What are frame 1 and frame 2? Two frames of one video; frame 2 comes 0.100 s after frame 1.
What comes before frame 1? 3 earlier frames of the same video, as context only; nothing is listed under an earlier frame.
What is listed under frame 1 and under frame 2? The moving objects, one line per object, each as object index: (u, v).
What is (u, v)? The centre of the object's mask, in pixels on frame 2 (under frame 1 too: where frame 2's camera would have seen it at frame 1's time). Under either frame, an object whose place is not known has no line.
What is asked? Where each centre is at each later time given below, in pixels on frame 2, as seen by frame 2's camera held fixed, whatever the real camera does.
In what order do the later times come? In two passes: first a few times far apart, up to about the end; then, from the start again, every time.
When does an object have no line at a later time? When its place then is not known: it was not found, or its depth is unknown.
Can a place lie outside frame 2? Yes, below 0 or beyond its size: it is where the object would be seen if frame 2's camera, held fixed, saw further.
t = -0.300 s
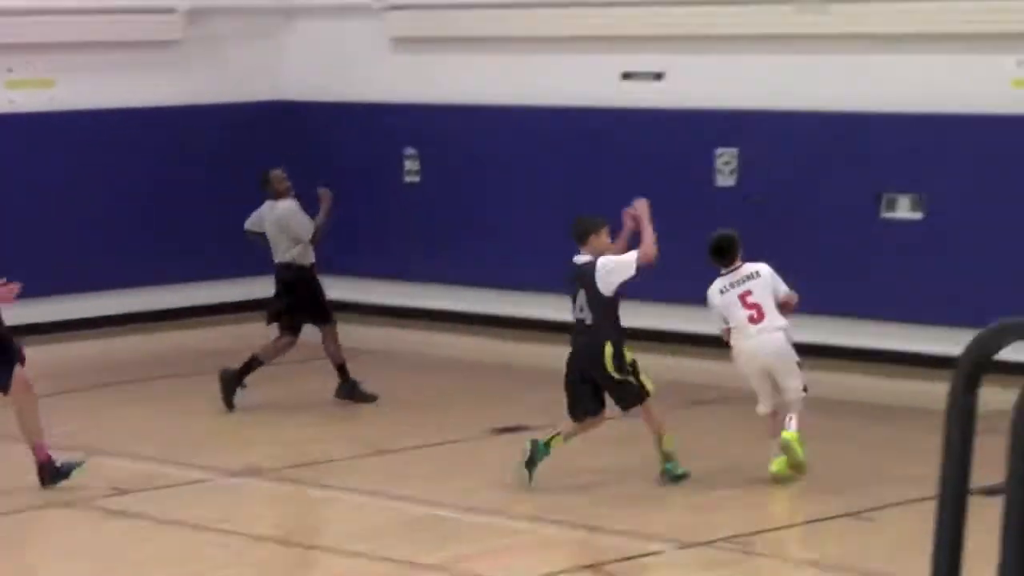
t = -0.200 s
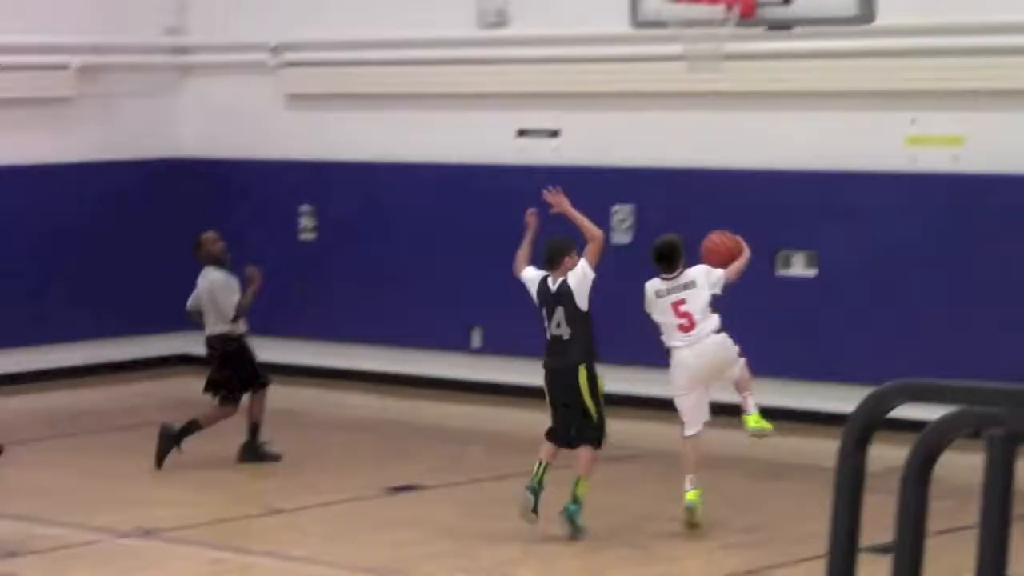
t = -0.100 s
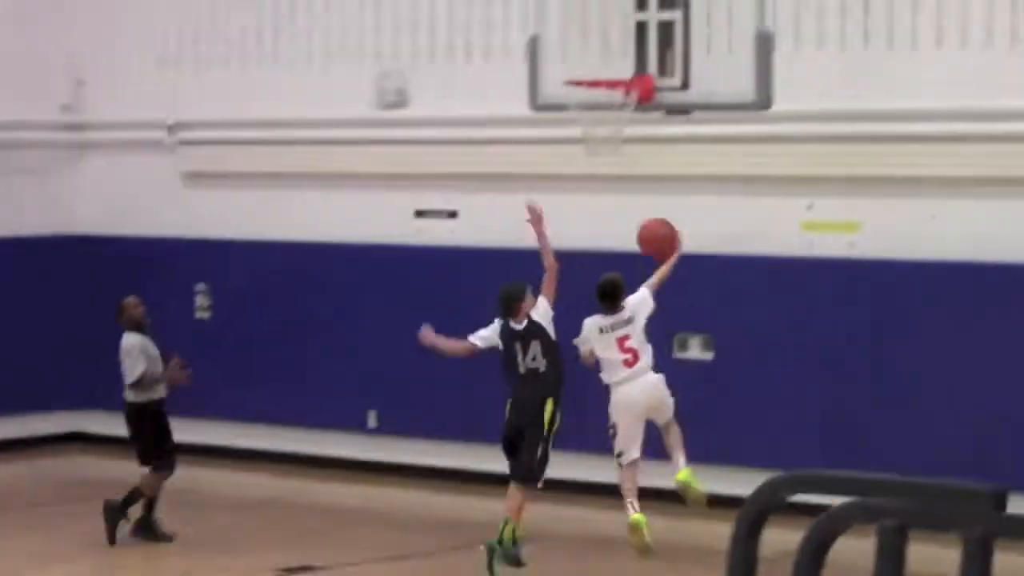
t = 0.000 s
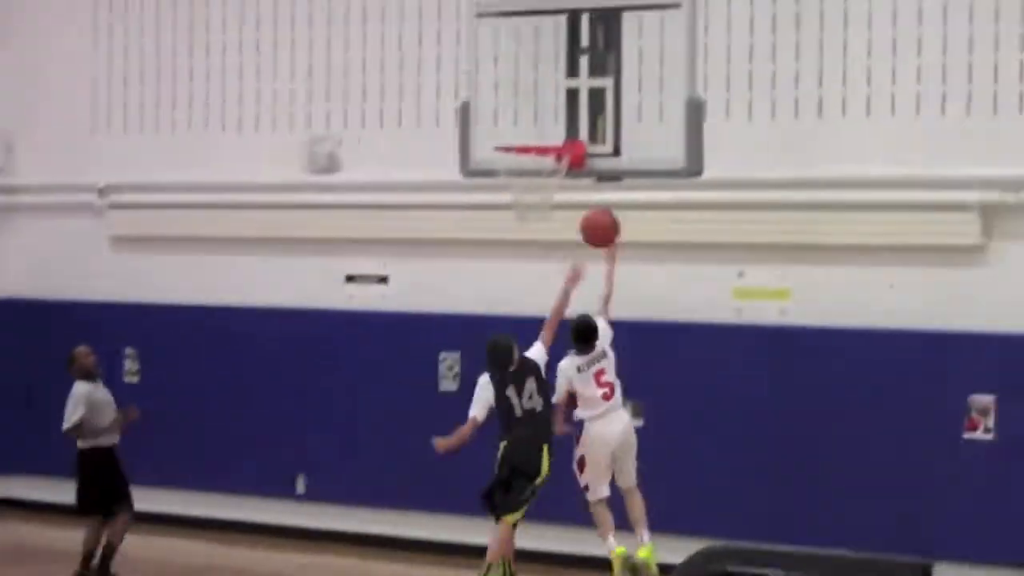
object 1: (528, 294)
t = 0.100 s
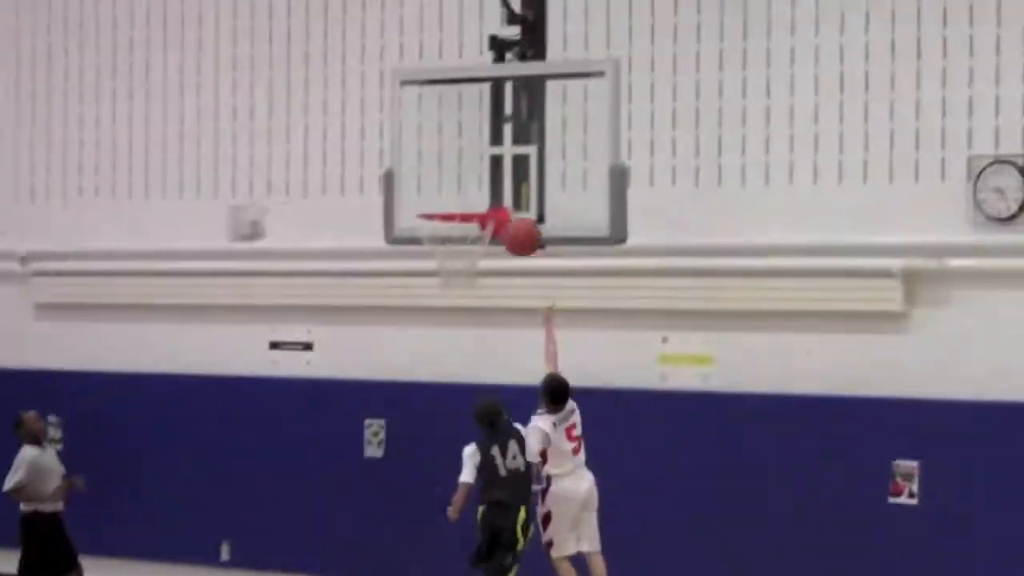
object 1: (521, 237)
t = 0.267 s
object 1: (516, 180)
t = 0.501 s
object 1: (461, 176)
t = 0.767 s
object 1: (474, 233)
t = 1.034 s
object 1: (437, 338)
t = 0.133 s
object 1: (520, 223)
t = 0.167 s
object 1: (520, 210)
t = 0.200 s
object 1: (518, 198)
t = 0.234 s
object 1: (517, 189)
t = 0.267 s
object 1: (516, 180)
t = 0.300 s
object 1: (509, 174)
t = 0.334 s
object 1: (501, 170)
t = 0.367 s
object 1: (494, 168)
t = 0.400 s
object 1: (485, 168)
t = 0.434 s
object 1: (476, 169)
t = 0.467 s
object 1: (469, 172)
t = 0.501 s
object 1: (461, 176)
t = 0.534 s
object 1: (453, 183)
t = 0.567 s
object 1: (445, 191)
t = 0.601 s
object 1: (436, 199)
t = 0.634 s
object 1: (439, 203)
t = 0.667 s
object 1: (450, 212)
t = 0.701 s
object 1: (462, 218)
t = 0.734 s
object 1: (472, 227)
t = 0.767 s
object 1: (474, 233)
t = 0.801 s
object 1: (471, 239)
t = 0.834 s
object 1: (465, 251)
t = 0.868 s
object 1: (459, 263)
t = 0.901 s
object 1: (454, 275)
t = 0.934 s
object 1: (450, 287)
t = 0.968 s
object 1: (445, 303)
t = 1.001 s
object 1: (441, 320)
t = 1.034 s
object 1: (437, 338)
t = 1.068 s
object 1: (432, 358)
